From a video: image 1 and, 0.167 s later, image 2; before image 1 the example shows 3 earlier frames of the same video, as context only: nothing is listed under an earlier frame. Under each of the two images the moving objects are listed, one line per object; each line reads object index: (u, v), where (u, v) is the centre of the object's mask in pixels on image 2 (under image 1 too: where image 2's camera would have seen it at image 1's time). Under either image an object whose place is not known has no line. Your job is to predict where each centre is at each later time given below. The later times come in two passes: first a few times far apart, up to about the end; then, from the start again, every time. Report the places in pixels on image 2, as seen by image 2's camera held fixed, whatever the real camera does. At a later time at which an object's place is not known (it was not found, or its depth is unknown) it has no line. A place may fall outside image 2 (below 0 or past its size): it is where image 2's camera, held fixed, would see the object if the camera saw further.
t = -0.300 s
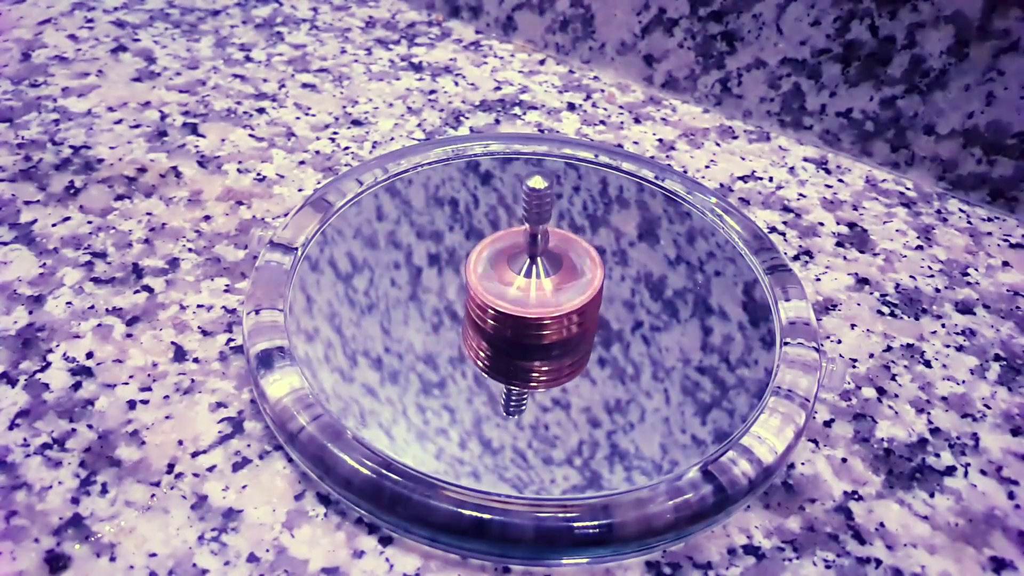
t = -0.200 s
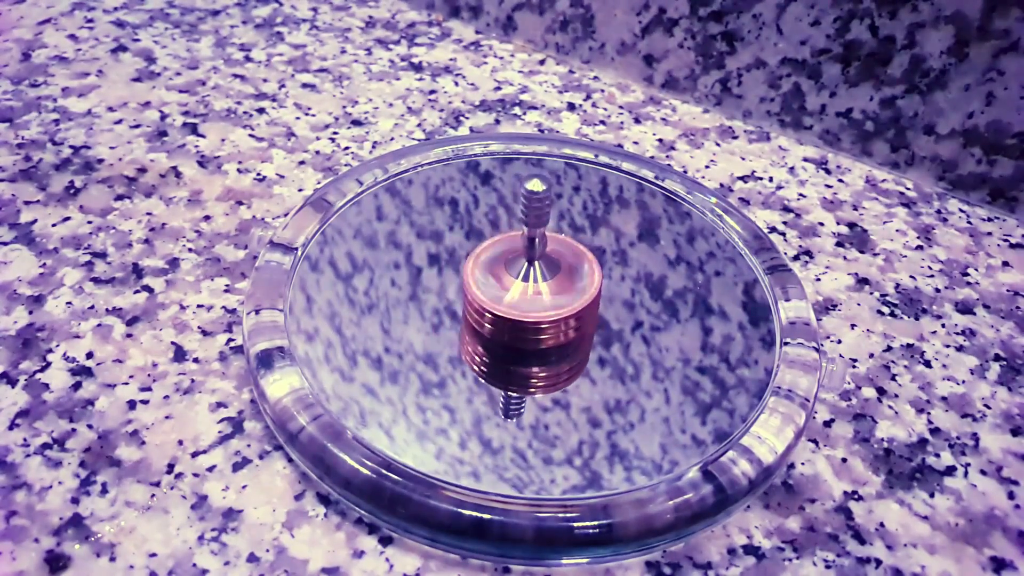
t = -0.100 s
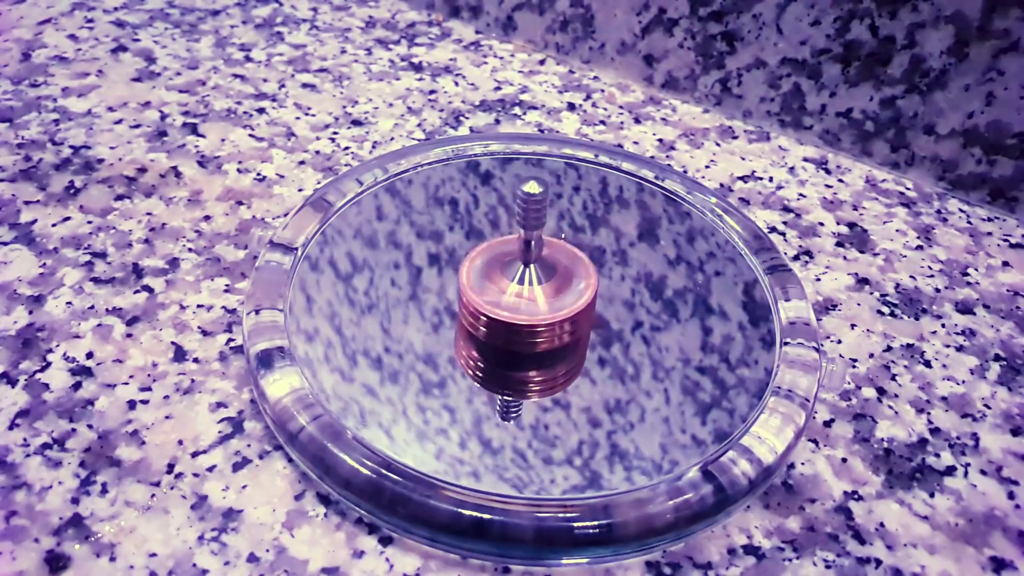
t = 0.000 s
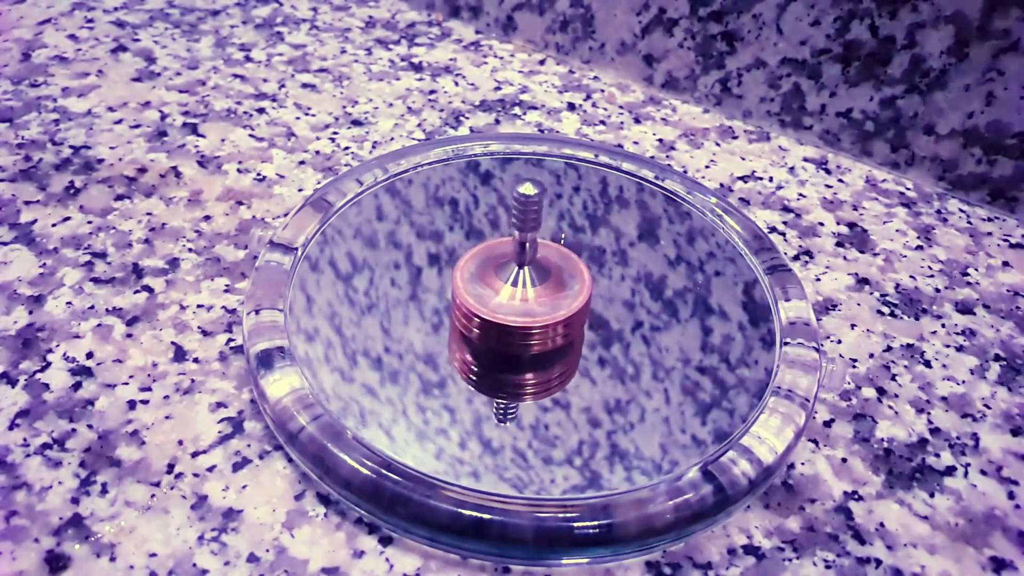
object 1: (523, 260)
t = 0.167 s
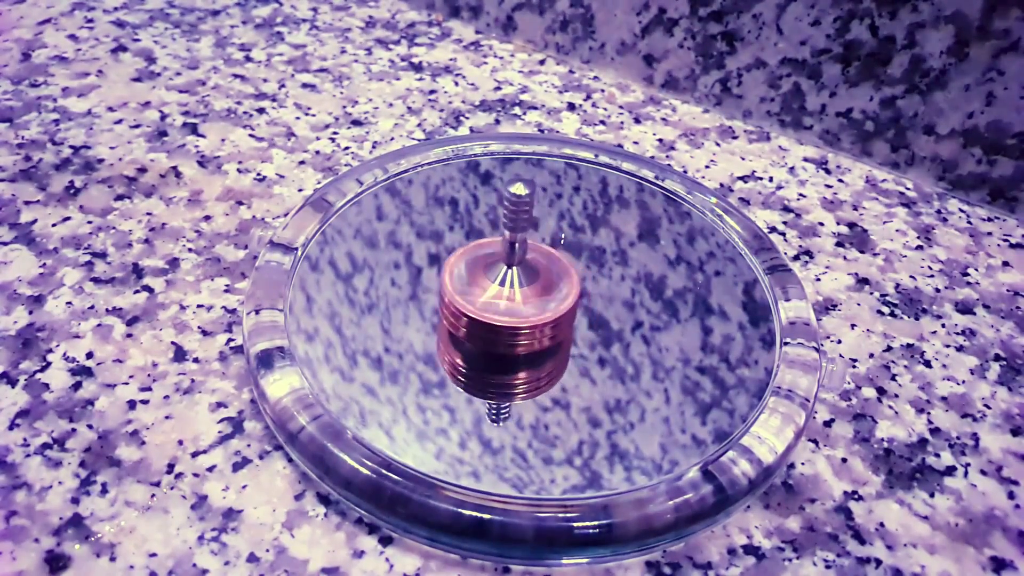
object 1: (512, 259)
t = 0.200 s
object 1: (509, 259)
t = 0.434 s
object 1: (496, 252)
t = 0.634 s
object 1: (495, 243)
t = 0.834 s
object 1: (501, 237)
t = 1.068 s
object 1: (516, 237)
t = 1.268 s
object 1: (529, 241)
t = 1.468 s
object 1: (535, 252)
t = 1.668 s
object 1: (533, 258)
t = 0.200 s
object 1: (509, 259)
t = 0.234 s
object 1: (507, 259)
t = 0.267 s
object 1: (505, 258)
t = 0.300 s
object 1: (503, 256)
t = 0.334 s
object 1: (501, 255)
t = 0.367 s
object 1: (499, 255)
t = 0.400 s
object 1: (498, 252)
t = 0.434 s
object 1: (496, 252)
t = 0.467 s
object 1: (498, 252)
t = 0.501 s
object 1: (496, 250)
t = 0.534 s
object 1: (497, 249)
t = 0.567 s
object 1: (495, 248)
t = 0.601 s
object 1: (495, 247)
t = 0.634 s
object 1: (495, 243)
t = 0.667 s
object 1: (497, 242)
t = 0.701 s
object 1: (497, 241)
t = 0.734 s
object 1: (498, 240)
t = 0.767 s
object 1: (499, 240)
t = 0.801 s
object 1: (500, 237)
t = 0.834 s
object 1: (501, 237)
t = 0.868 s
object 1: (504, 237)
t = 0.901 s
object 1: (505, 236)
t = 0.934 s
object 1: (508, 236)
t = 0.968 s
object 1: (509, 234)
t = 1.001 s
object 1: (511, 236)
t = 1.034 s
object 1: (513, 235)
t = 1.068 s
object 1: (516, 237)
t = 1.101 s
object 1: (518, 237)
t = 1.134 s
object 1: (520, 237)
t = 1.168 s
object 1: (523, 239)
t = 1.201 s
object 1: (525, 239)
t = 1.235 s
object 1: (526, 241)
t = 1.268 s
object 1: (529, 241)
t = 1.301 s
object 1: (529, 243)
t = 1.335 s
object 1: (532, 245)
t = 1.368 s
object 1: (532, 247)
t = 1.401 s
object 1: (532, 248)
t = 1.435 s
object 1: (534, 249)
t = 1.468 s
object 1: (535, 252)
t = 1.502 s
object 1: (535, 252)
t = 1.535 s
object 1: (535, 254)
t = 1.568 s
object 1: (535, 255)
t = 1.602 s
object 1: (534, 257)
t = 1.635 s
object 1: (533, 258)
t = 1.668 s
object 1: (533, 258)
